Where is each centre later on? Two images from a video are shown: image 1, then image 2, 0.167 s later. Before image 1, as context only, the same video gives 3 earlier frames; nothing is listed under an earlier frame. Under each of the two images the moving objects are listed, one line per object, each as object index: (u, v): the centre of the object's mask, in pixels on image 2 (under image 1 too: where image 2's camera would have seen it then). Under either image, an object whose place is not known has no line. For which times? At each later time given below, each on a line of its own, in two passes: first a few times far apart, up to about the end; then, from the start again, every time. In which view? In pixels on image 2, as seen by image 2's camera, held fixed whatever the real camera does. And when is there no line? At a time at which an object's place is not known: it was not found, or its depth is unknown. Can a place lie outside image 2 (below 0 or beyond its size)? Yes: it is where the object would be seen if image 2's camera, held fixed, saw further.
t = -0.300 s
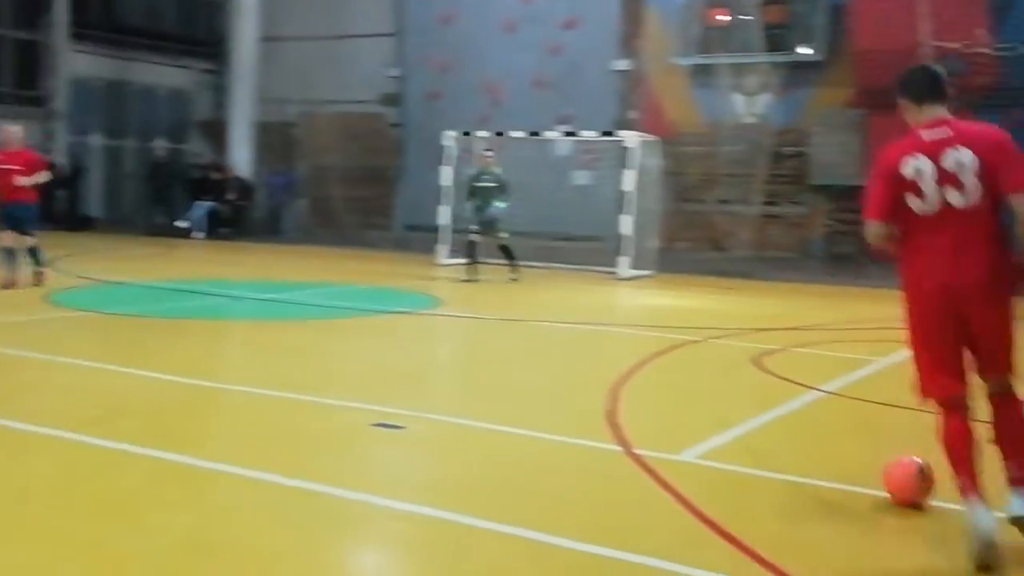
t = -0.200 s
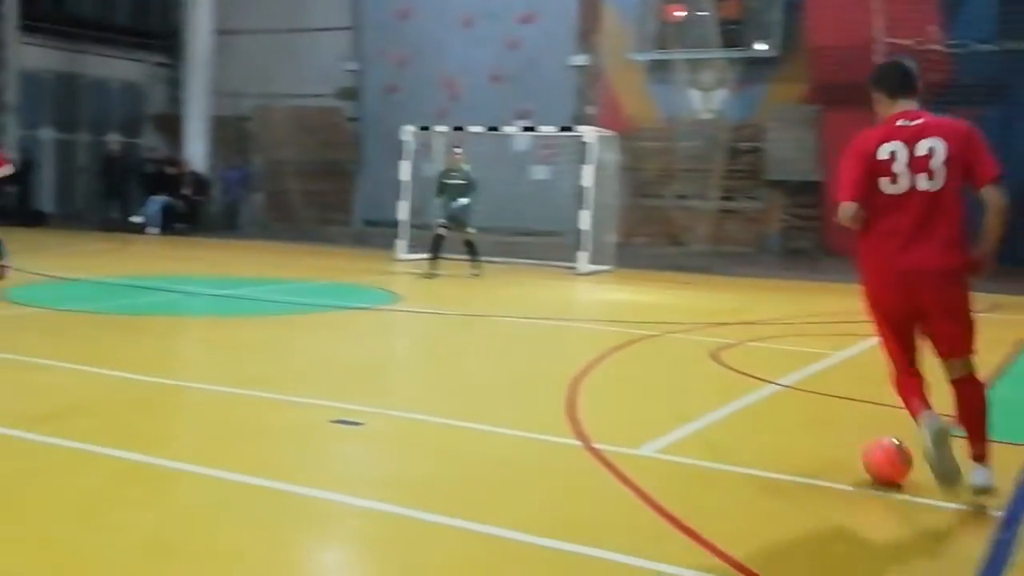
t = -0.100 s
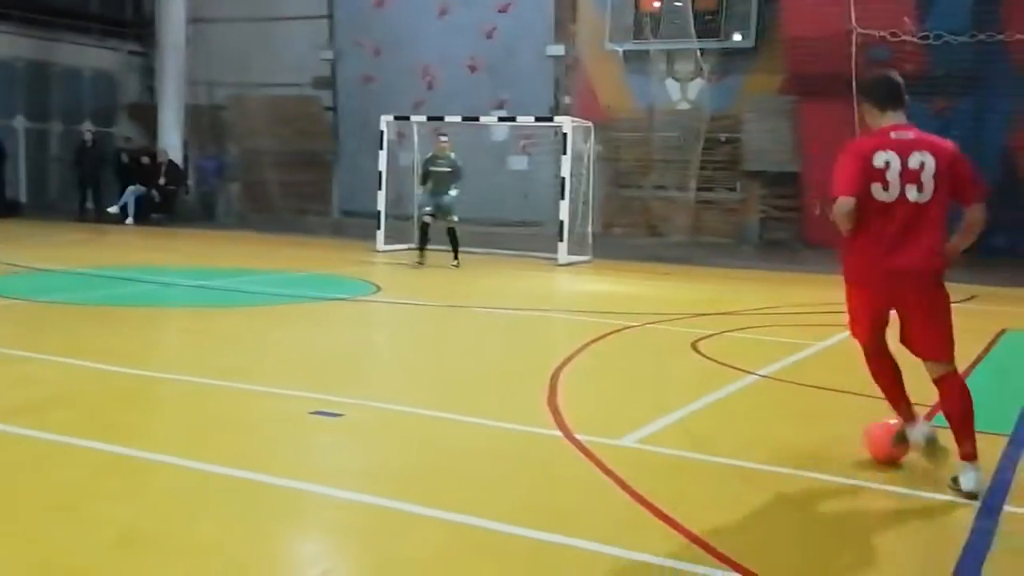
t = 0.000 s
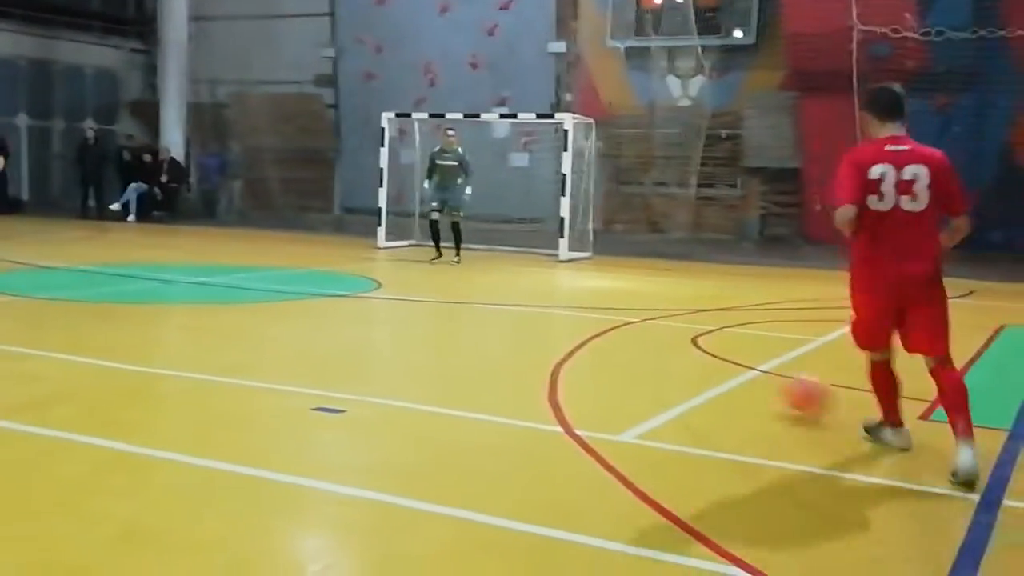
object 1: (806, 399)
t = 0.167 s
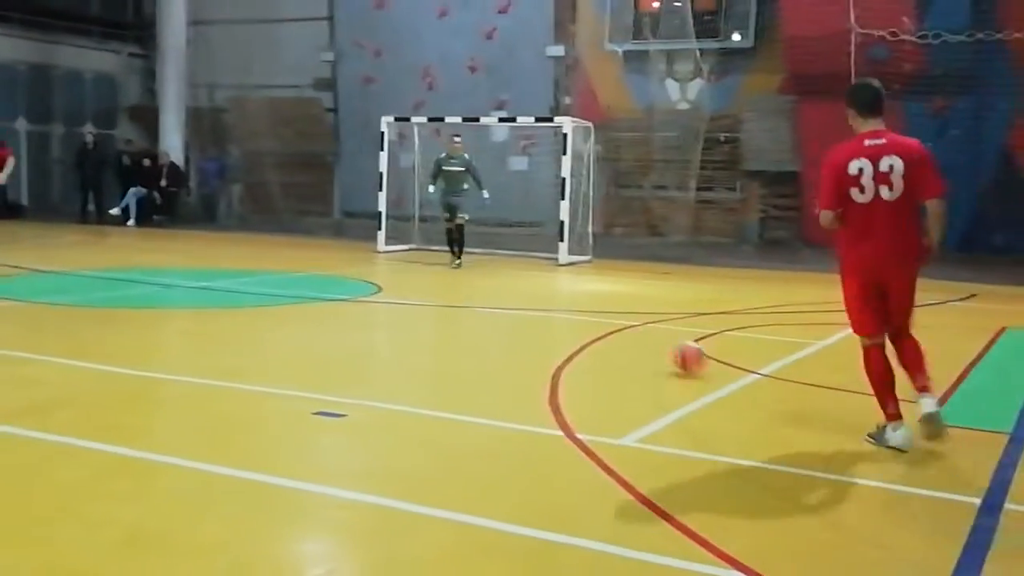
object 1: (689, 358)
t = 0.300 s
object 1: (629, 338)
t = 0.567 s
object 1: (559, 311)
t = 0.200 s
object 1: (671, 353)
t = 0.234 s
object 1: (655, 348)
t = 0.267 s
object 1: (642, 342)
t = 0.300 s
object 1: (629, 338)
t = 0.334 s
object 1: (617, 334)
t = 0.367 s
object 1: (607, 331)
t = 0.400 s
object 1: (598, 326)
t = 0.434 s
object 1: (589, 323)
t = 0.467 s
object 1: (581, 320)
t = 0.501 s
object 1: (573, 317)
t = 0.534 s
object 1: (566, 314)
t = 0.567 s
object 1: (559, 311)
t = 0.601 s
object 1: (552, 308)
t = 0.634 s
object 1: (546, 306)
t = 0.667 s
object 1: (540, 303)
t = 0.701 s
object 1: (534, 301)
